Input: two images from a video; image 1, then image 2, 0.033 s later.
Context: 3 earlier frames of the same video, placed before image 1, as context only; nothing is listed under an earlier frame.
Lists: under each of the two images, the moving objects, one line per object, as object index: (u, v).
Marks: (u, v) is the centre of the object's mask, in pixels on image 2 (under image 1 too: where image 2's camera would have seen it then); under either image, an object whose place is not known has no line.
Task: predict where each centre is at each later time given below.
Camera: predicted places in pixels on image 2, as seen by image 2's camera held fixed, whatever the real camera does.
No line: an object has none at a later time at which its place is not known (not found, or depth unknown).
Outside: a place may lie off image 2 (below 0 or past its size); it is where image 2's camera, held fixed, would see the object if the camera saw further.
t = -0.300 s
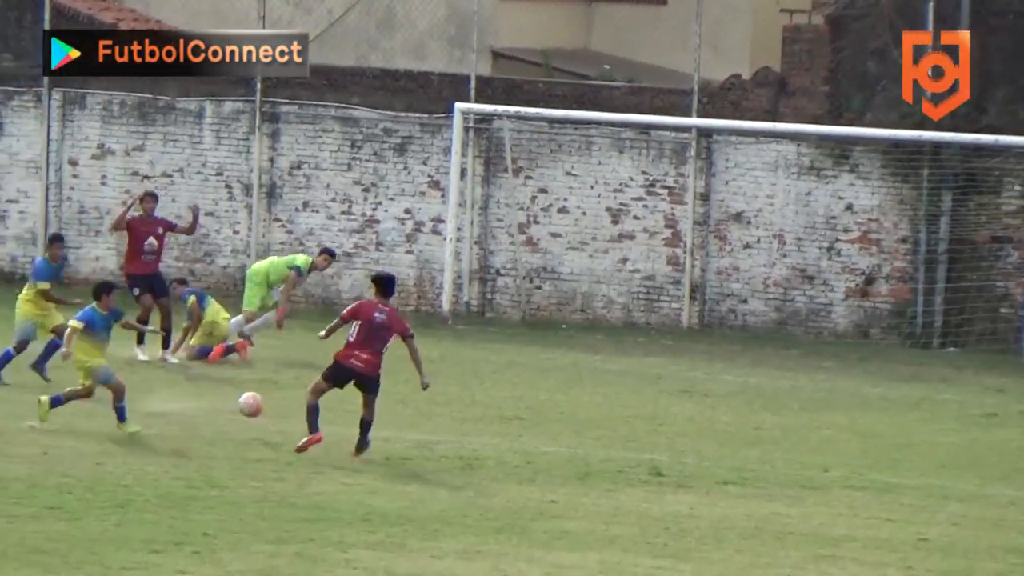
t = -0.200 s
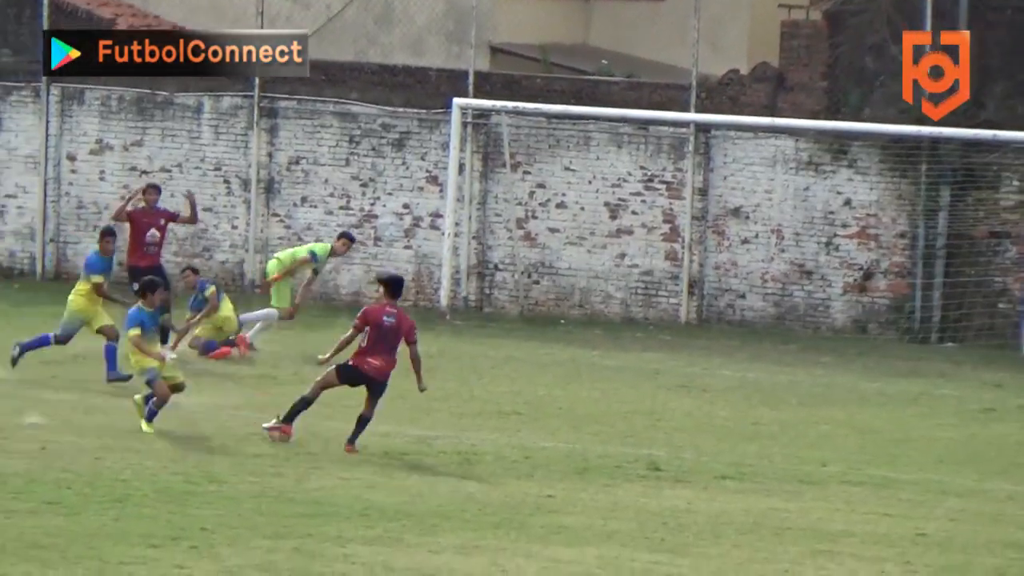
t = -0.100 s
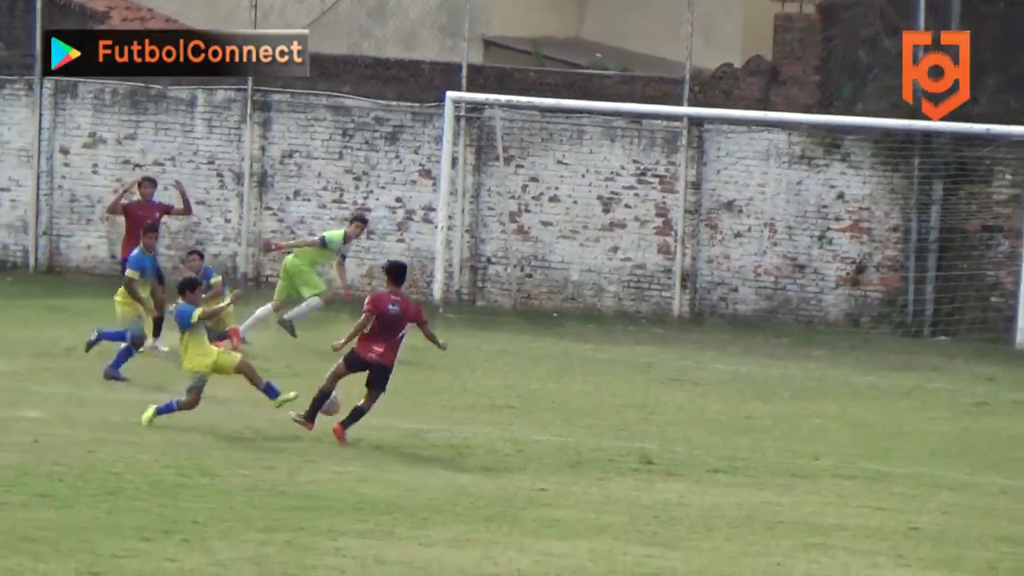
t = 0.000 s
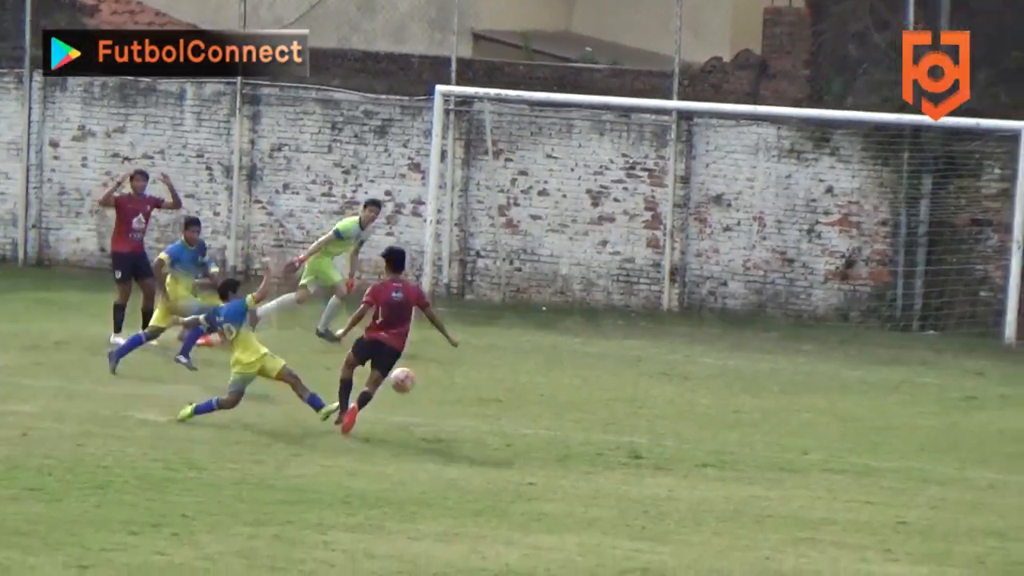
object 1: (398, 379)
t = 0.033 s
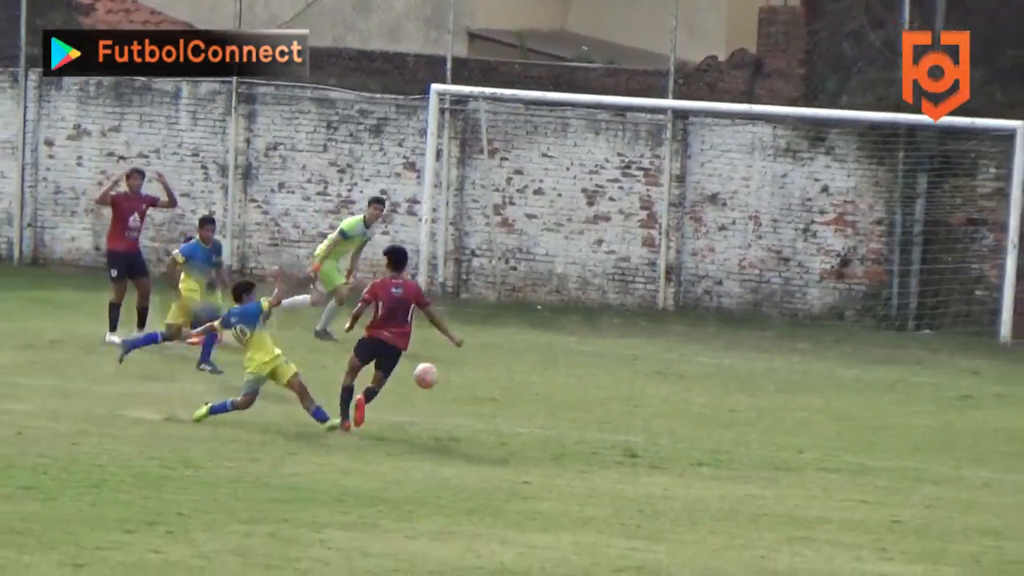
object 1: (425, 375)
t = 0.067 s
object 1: (454, 374)
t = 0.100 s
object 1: (481, 374)
